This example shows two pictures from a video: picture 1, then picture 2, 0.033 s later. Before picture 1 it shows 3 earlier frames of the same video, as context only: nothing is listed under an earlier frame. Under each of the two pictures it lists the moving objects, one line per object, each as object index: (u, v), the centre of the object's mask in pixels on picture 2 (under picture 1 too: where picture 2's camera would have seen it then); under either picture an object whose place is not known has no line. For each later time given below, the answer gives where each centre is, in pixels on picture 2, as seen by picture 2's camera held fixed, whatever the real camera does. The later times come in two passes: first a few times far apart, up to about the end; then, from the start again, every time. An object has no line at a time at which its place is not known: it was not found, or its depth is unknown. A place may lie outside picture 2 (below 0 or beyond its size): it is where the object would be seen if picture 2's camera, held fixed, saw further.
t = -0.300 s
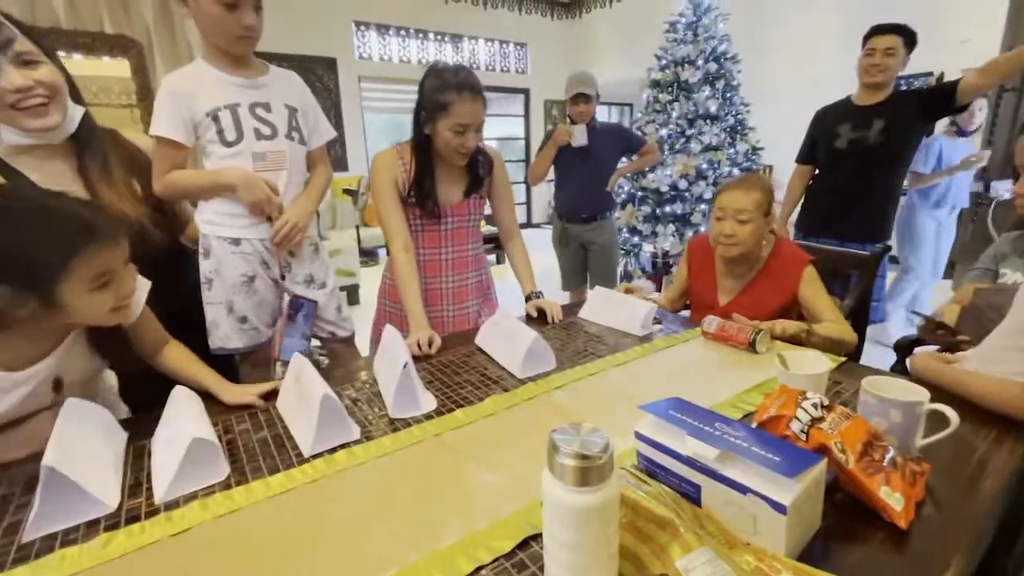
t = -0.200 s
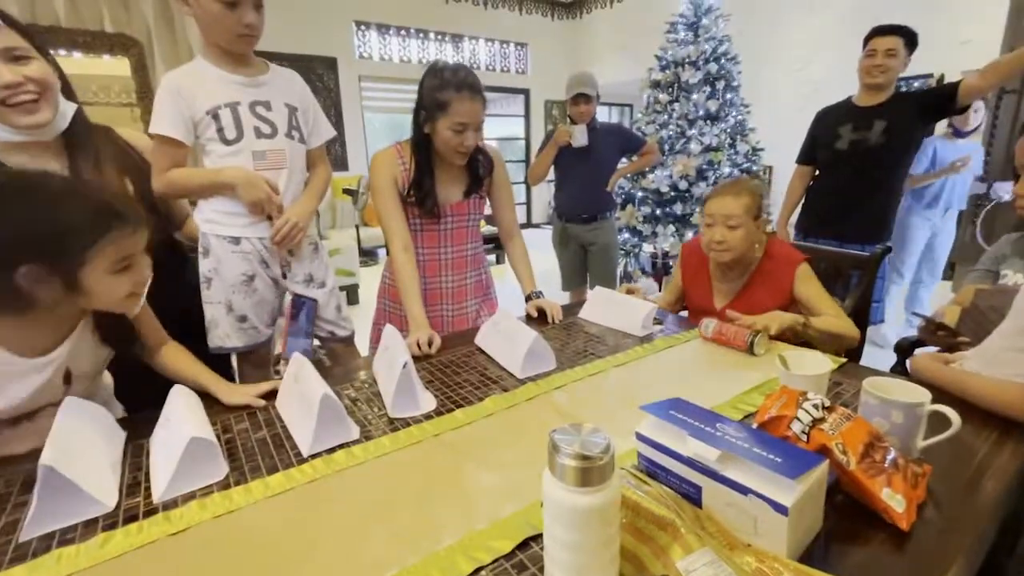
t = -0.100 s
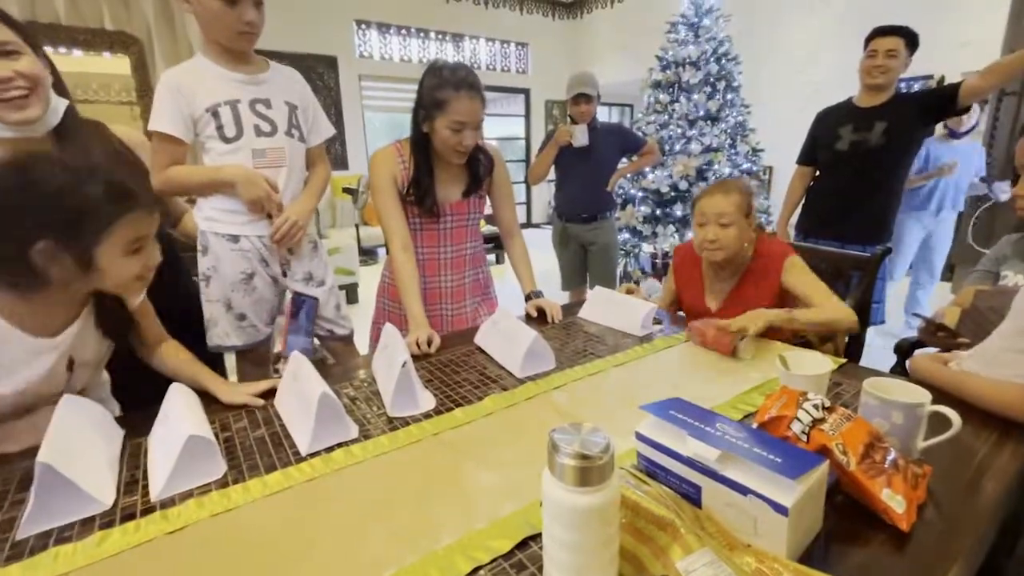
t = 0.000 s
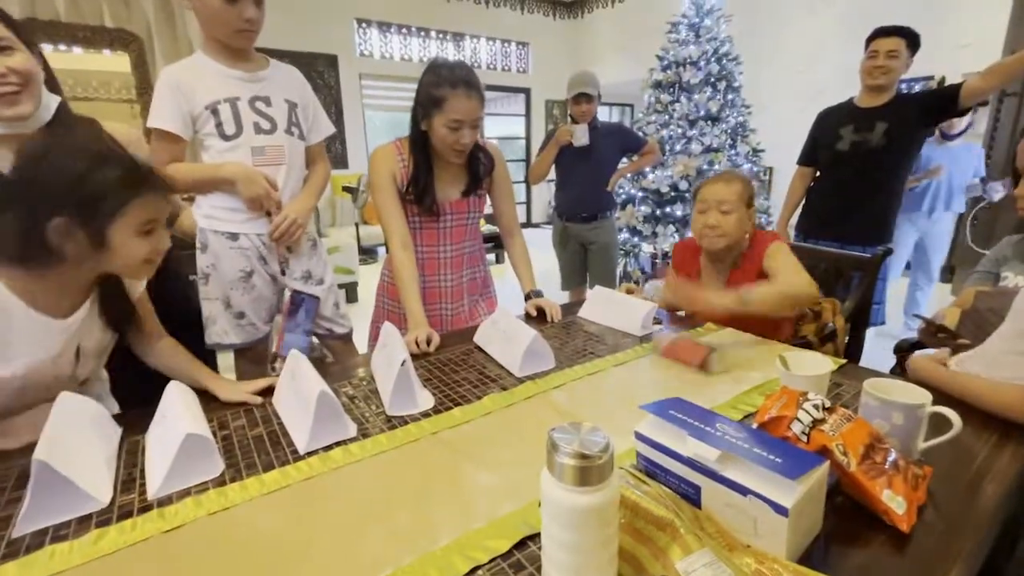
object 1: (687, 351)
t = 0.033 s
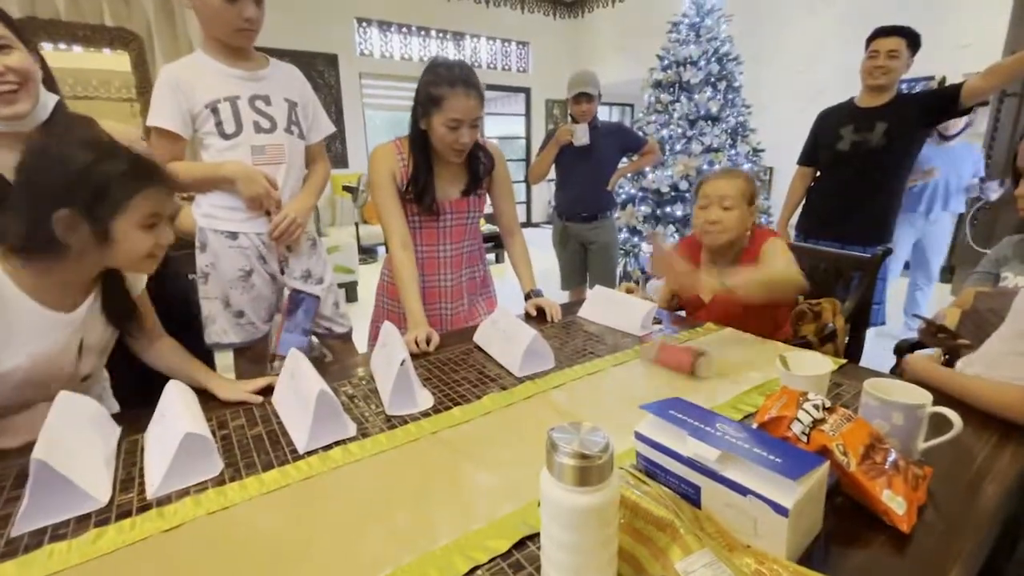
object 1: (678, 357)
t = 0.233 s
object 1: (602, 391)
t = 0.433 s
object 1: (511, 433)
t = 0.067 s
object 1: (662, 360)
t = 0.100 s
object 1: (654, 367)
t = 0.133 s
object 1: (640, 372)
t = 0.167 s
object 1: (629, 378)
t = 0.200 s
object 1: (614, 383)
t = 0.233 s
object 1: (602, 391)
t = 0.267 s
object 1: (590, 399)
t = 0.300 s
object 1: (571, 401)
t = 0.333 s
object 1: (554, 405)
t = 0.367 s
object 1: (534, 412)
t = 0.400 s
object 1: (523, 423)
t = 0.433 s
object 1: (511, 433)
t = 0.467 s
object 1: (493, 442)
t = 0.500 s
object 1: (476, 449)
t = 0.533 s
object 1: (457, 457)
